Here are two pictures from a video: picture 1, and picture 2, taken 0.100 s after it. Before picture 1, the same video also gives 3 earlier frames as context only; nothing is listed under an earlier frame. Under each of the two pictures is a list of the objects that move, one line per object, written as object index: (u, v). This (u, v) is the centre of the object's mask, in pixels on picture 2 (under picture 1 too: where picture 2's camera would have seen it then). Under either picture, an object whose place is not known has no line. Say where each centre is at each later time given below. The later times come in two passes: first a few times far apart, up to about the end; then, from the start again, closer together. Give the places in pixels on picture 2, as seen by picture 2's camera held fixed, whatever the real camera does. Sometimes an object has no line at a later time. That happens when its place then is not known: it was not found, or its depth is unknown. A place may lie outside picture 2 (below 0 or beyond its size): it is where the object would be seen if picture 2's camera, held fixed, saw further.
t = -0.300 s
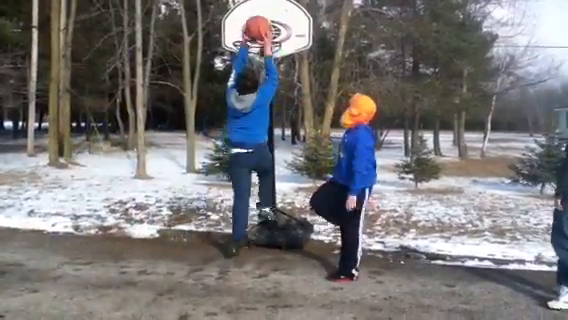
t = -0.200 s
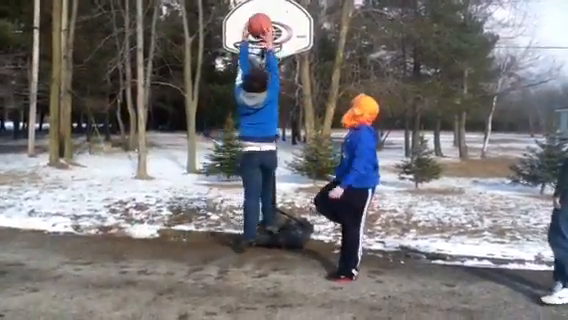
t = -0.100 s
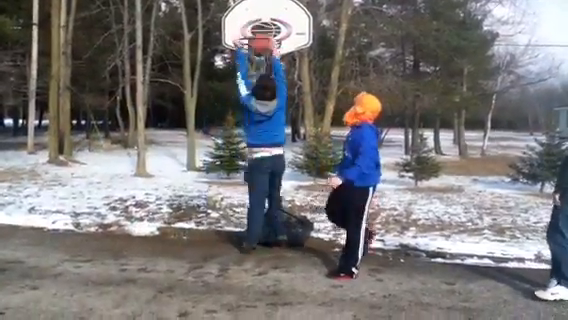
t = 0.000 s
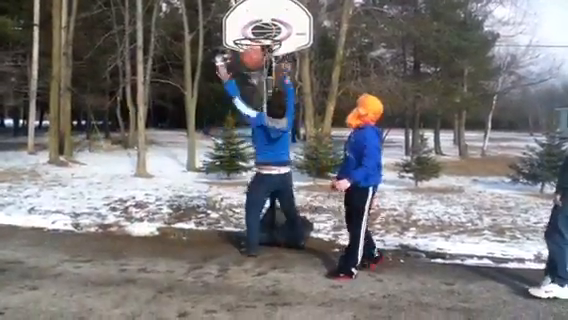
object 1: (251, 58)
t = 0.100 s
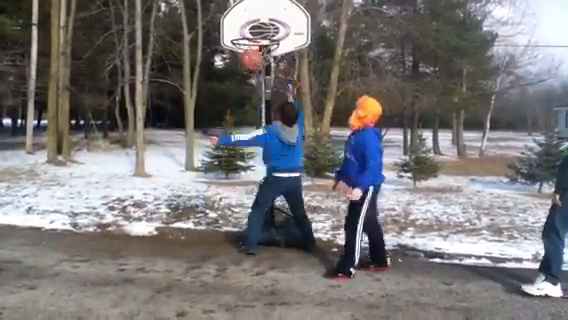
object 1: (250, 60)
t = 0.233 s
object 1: (250, 75)
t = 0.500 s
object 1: (248, 165)
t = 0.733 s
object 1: (250, 216)
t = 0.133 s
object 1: (250, 62)
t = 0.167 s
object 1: (250, 65)
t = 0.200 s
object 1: (250, 67)
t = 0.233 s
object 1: (250, 75)
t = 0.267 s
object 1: (249, 82)
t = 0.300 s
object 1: (249, 91)
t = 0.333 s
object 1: (249, 100)
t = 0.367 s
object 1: (249, 111)
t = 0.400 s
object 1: (250, 123)
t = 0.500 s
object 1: (248, 165)
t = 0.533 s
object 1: (248, 181)
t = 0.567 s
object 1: (248, 200)
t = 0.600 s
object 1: (250, 219)
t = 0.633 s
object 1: (248, 239)
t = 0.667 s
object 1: (249, 241)
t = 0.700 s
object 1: (249, 228)
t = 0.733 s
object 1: (250, 216)
